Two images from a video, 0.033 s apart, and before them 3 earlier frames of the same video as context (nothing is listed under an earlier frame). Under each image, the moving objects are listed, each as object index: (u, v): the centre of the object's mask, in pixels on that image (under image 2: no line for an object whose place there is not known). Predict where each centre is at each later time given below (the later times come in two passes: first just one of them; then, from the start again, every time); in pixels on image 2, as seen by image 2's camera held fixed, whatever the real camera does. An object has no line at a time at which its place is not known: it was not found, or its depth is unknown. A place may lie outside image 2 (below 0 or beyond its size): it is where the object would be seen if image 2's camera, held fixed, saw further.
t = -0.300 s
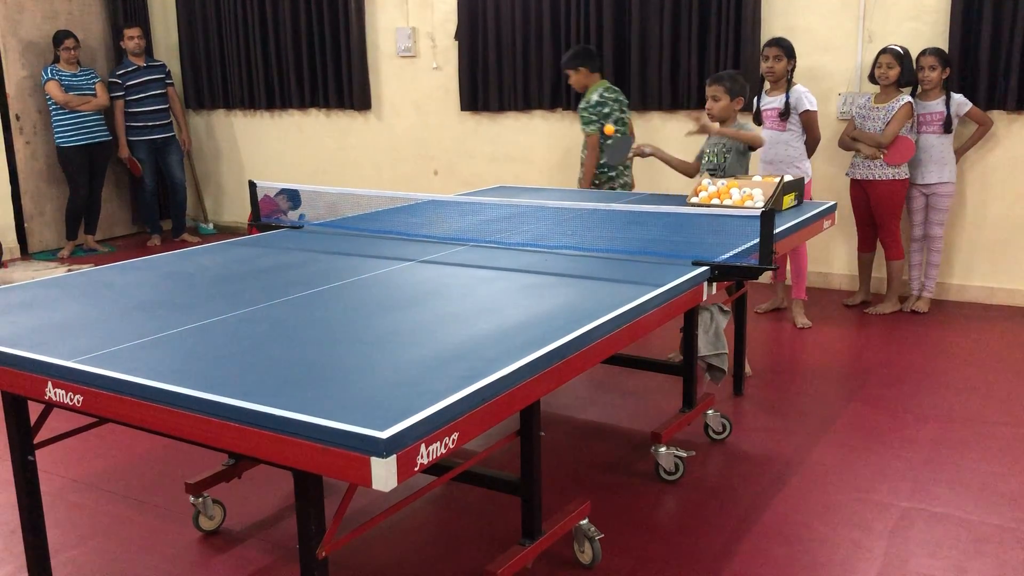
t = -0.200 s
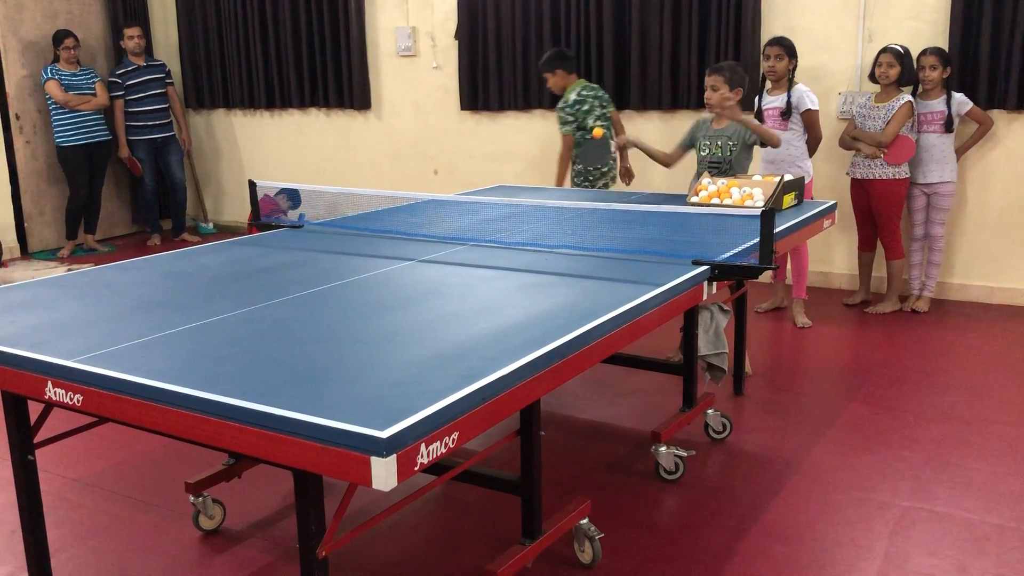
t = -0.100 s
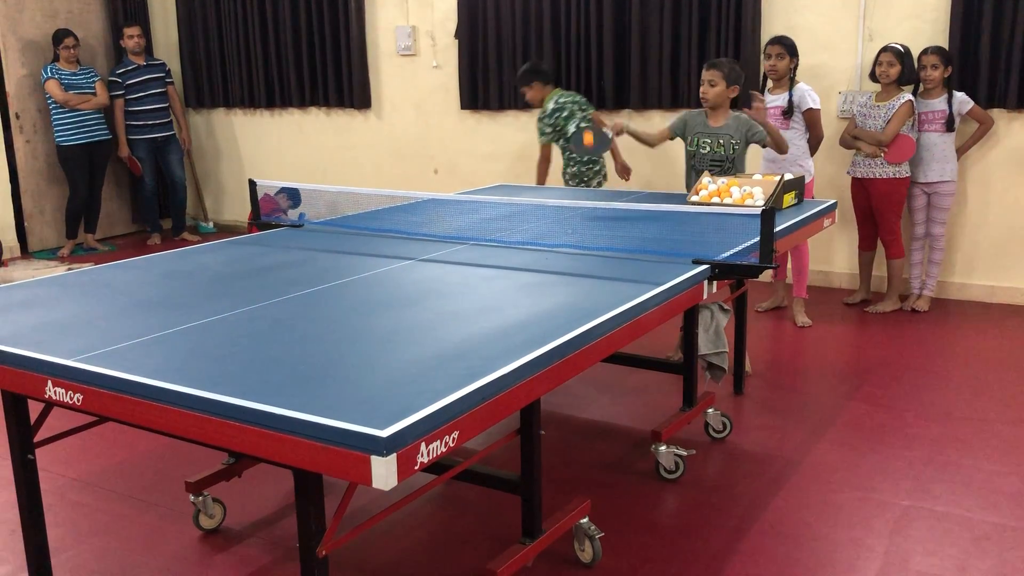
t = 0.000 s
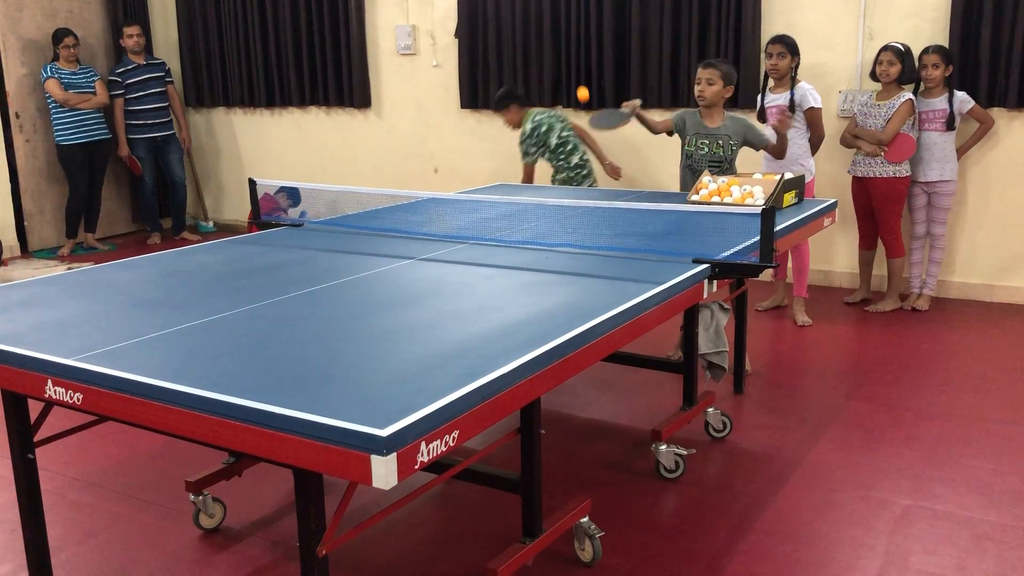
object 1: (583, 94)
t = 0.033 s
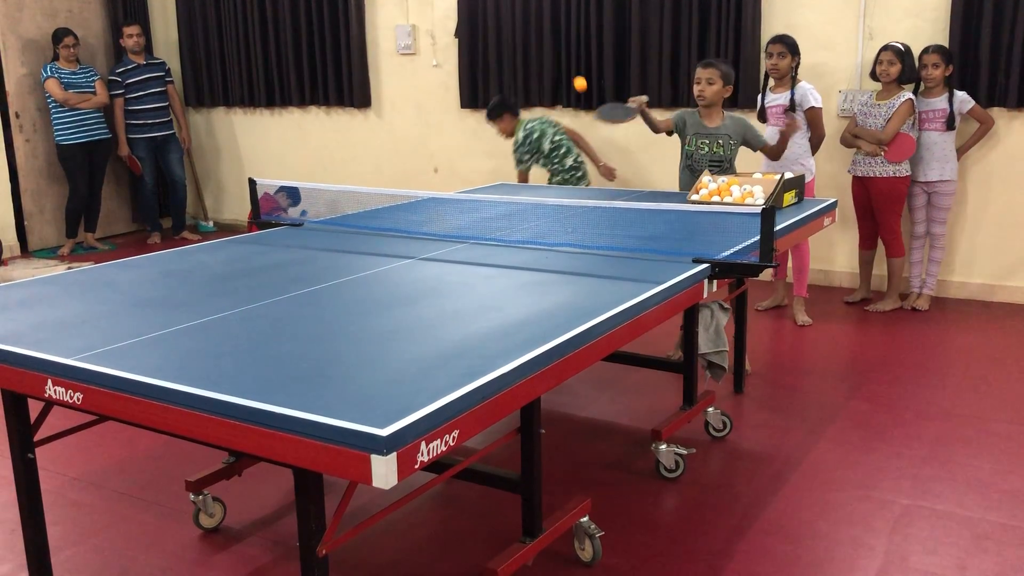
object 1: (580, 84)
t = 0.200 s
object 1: (559, 83)
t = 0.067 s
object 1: (577, 76)
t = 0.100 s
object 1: (573, 72)
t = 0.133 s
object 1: (569, 72)
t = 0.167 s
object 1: (564, 75)
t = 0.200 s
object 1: (559, 83)
